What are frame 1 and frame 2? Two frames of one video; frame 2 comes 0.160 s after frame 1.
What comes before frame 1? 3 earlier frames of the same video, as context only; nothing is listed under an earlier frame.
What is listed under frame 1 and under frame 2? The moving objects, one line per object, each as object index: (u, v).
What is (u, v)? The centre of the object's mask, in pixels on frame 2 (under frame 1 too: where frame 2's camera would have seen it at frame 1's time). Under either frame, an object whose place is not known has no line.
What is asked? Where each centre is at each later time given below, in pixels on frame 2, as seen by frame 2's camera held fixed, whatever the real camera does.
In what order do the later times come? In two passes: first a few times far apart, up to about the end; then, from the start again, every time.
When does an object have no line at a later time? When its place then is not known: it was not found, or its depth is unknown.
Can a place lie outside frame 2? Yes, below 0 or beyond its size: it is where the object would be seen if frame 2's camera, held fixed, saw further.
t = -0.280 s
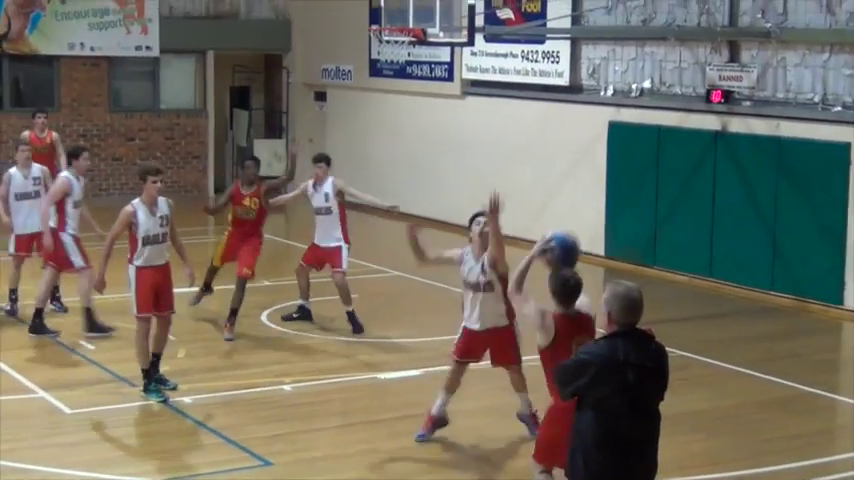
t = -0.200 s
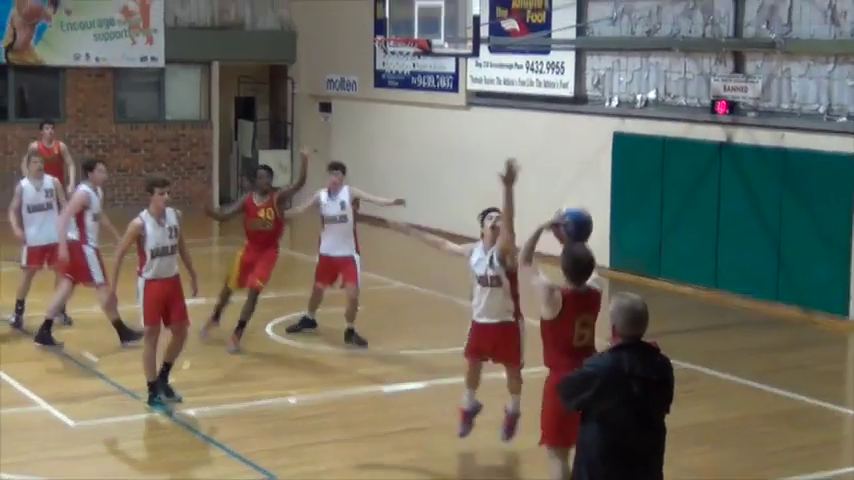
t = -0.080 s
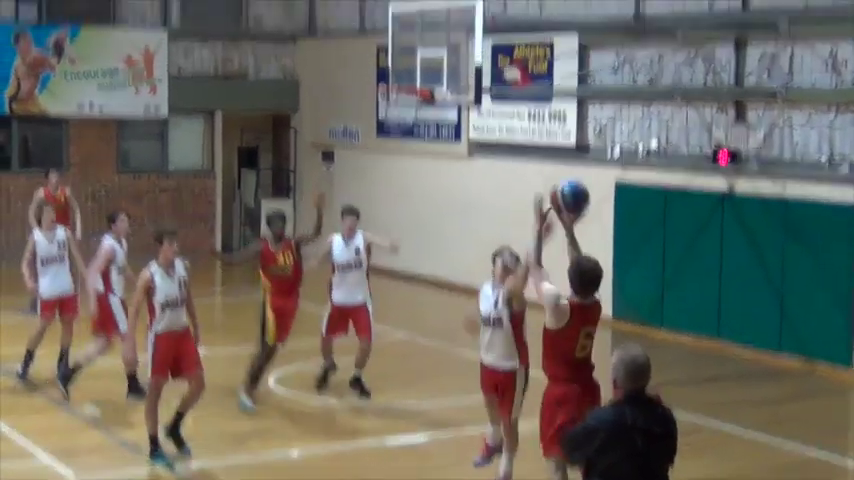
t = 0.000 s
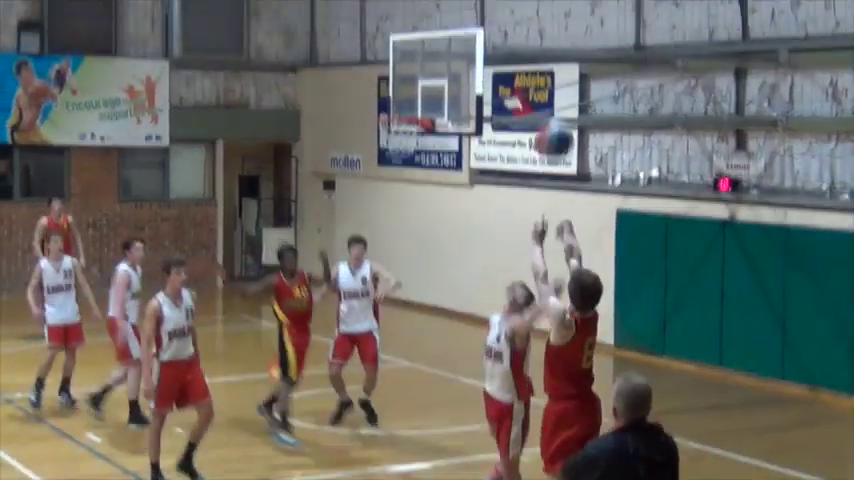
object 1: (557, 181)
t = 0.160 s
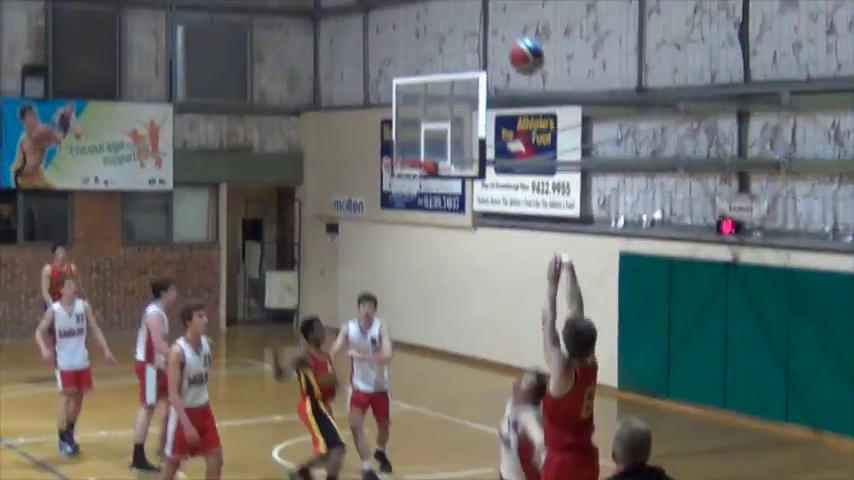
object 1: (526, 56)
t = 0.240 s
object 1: (512, 13)
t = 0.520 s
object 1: (471, -44)
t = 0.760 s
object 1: (444, -28)
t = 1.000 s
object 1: (423, 51)
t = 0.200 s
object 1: (519, 33)
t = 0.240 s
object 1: (512, 13)
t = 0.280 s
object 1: (505, -5)
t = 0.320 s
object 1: (499, -17)
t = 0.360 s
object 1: (493, -25)
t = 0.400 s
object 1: (487, -33)
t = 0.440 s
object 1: (482, -38)
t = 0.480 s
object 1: (477, -41)
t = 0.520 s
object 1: (471, -44)
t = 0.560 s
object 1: (466, -46)
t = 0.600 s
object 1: (461, -46)
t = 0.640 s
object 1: (455, -45)
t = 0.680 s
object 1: (451, -42)
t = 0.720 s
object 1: (448, -35)
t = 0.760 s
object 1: (444, -28)
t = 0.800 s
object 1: (440, -20)
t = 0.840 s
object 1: (437, -7)
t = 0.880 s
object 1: (432, 6)
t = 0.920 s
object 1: (428, 20)
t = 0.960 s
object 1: (426, 36)
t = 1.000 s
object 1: (423, 51)
